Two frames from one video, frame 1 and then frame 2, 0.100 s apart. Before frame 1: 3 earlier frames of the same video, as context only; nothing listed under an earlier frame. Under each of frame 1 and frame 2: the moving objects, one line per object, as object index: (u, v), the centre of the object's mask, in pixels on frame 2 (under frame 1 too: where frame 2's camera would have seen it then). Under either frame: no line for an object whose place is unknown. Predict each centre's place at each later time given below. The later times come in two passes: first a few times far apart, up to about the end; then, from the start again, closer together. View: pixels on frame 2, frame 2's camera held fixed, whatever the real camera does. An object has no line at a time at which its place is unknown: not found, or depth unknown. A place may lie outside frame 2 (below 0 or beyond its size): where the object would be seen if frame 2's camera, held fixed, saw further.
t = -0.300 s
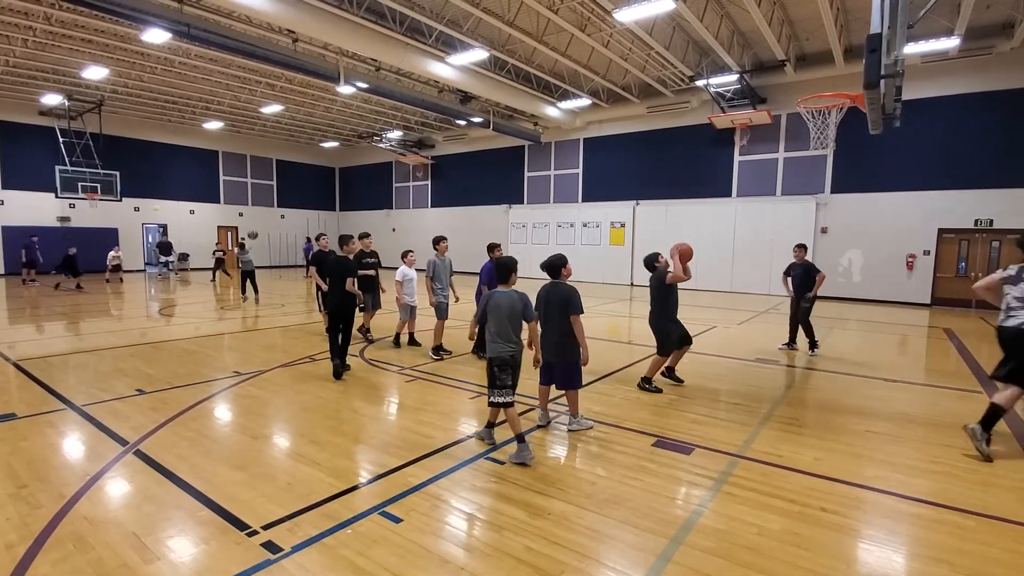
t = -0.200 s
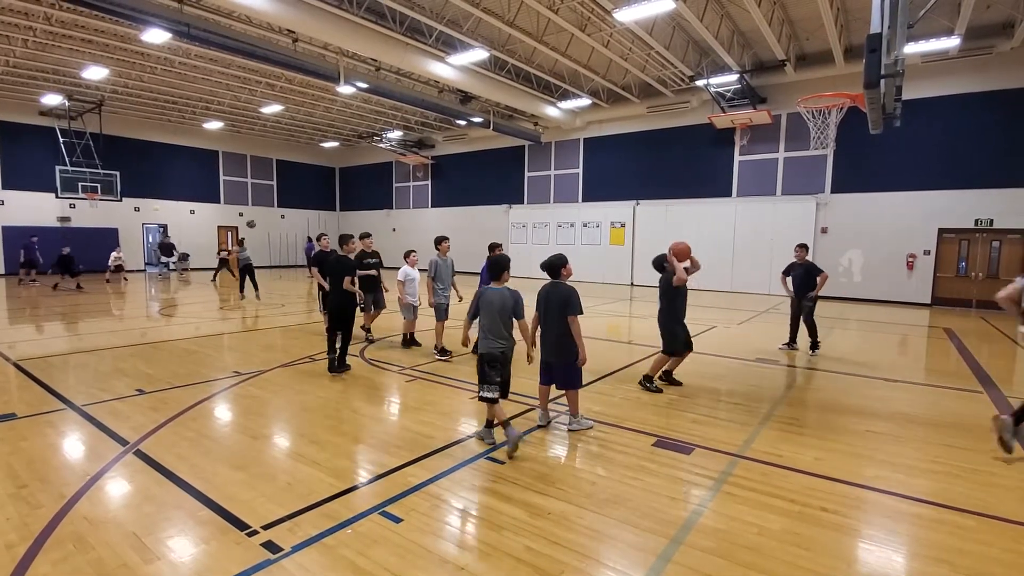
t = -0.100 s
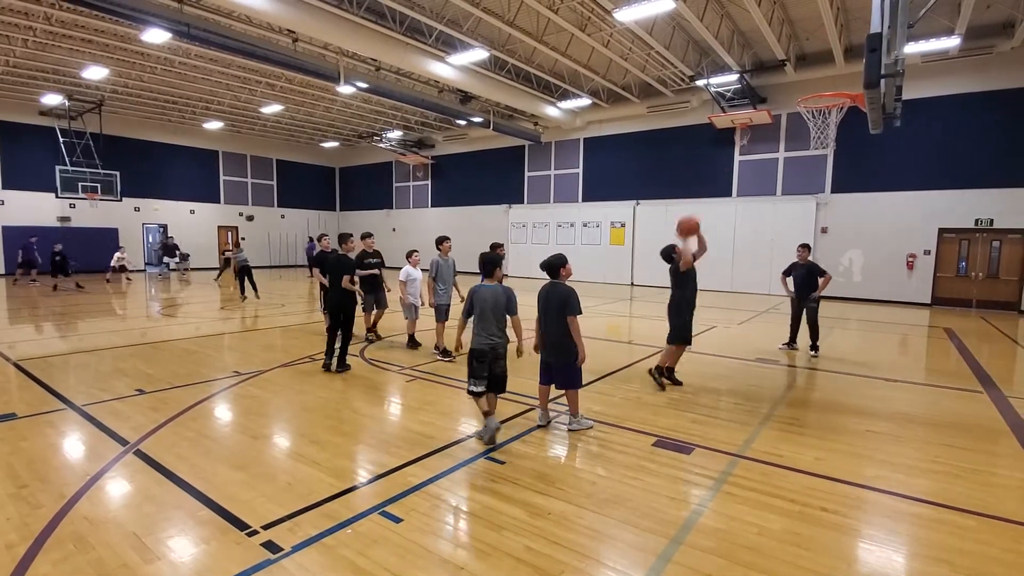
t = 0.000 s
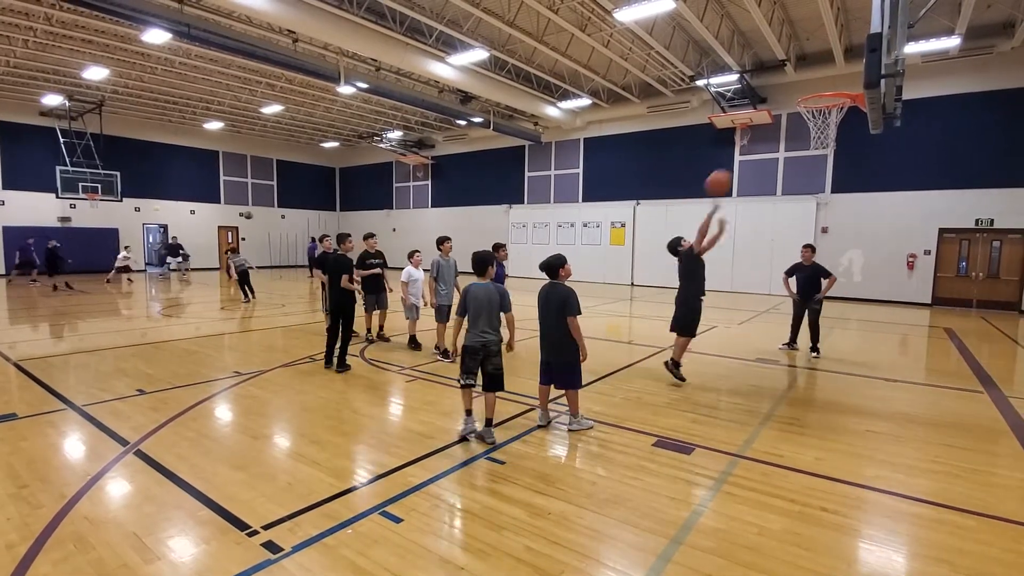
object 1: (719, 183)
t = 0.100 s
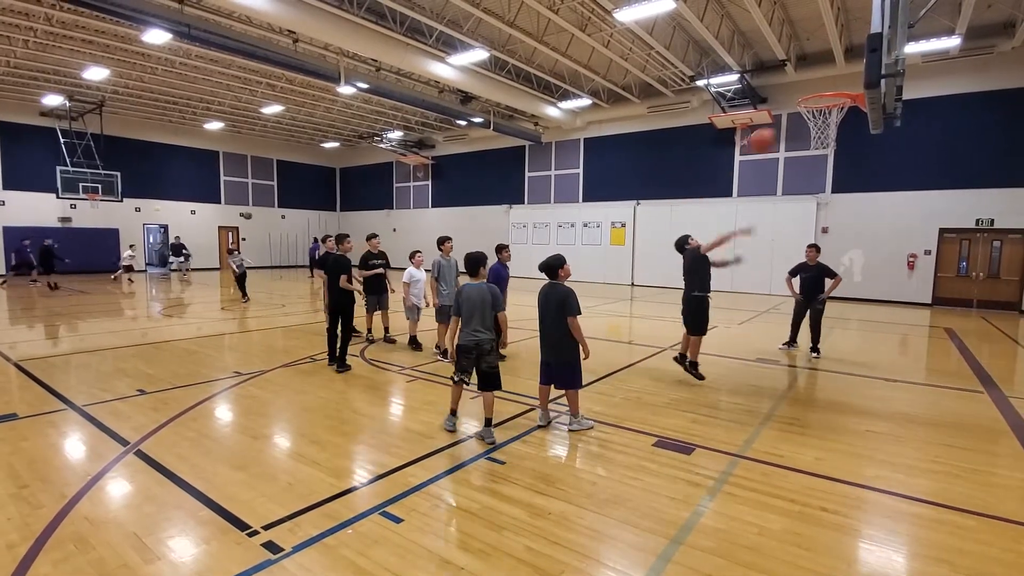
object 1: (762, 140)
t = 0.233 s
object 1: (826, 96)
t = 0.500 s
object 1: (771, 112)
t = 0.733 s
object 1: (687, 190)
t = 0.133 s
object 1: (777, 128)
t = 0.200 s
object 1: (809, 106)
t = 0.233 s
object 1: (826, 96)
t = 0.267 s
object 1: (843, 86)
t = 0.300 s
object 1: (852, 81)
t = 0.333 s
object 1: (841, 82)
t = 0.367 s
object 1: (826, 86)
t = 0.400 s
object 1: (812, 91)
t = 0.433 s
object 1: (799, 96)
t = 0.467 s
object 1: (786, 103)
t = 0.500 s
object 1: (771, 112)
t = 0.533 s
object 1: (760, 121)
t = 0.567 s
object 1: (745, 131)
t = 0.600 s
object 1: (733, 141)
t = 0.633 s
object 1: (720, 153)
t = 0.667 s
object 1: (709, 165)
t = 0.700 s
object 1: (698, 178)
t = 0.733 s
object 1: (687, 190)
